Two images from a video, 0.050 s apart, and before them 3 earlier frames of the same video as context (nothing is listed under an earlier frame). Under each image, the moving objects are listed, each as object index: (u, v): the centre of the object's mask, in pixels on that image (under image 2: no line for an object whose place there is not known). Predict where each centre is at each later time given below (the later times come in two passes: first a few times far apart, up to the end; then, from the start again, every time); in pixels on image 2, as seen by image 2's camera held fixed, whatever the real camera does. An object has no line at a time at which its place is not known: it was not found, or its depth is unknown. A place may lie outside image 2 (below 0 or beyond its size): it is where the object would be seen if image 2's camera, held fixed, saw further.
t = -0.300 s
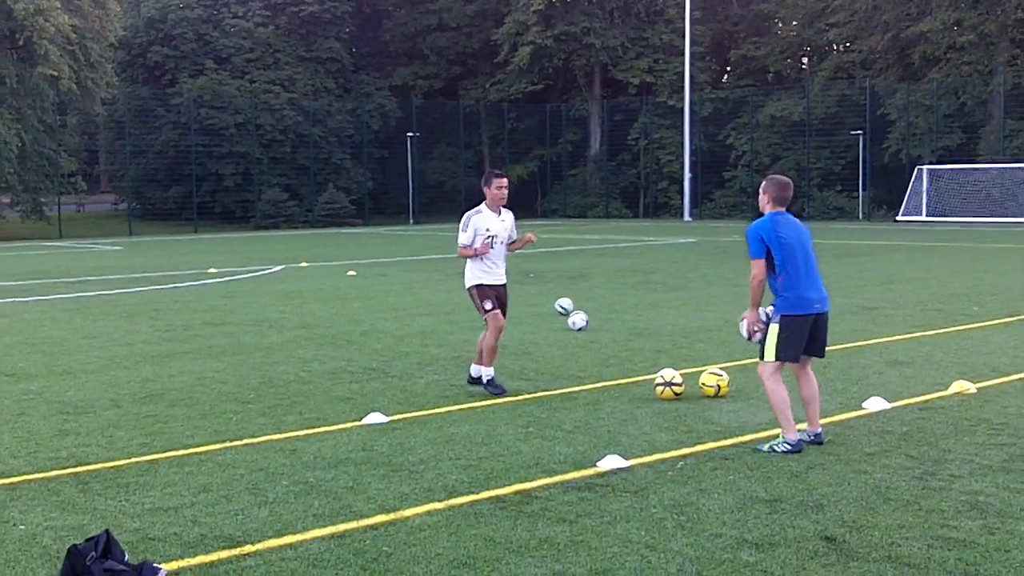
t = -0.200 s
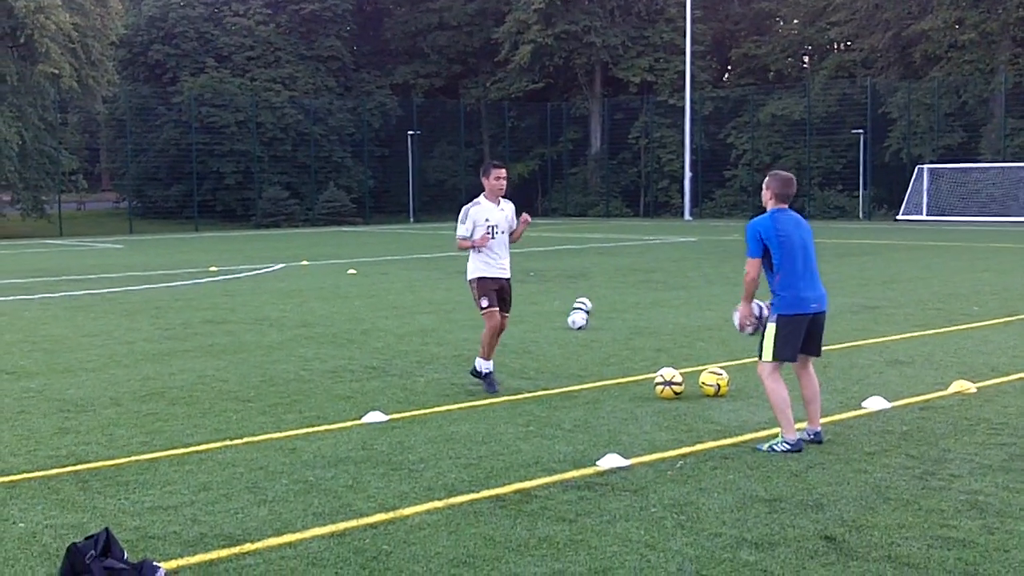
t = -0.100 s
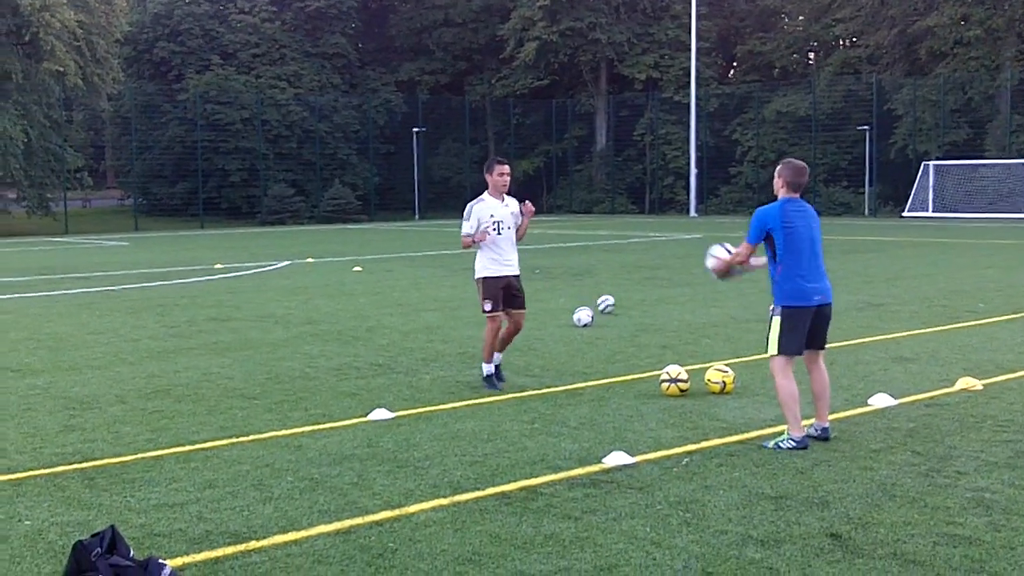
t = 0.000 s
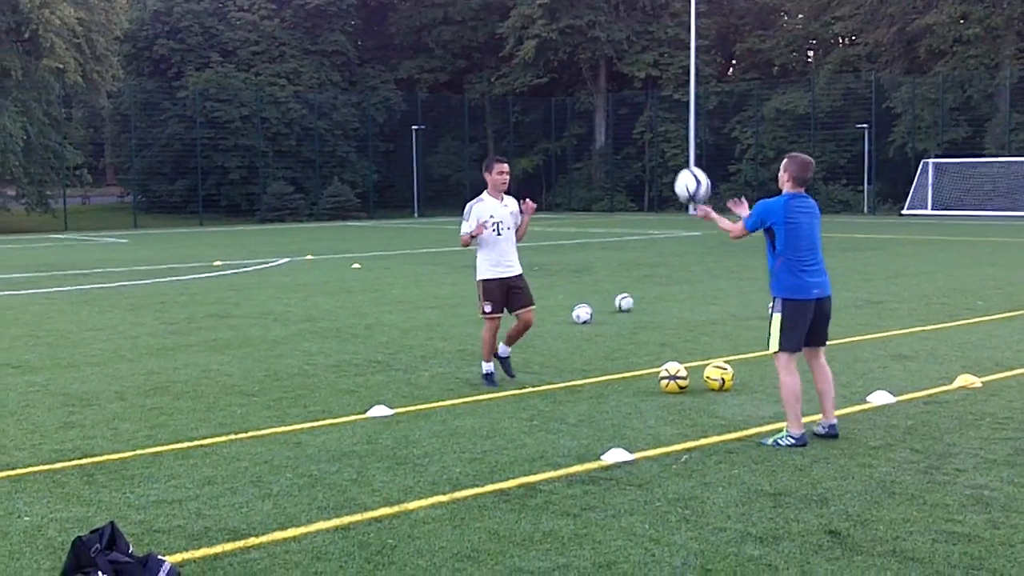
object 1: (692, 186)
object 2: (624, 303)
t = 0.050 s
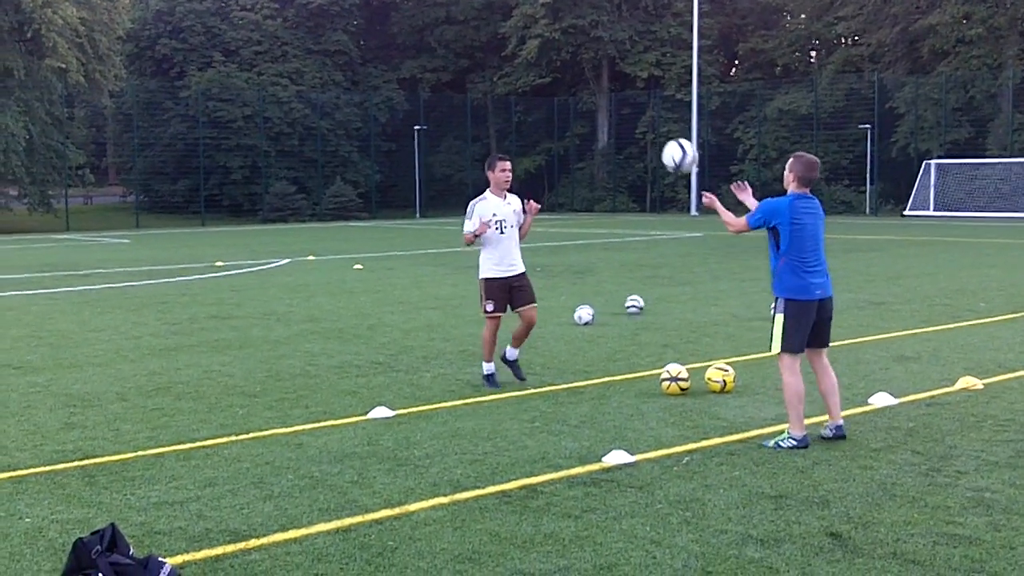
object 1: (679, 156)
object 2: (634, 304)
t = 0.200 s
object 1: (638, 90)
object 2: (661, 305)
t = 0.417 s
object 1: (584, 58)
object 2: (700, 308)
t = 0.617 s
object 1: (539, 87)
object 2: (735, 310)
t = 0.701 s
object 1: (522, 114)
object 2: (749, 311)
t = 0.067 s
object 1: (674, 147)
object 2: (637, 305)
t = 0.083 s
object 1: (670, 138)
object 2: (640, 305)
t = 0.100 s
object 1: (665, 130)
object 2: (643, 304)
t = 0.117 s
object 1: (661, 122)
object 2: (646, 305)
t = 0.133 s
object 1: (656, 115)
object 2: (649, 305)
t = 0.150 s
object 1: (652, 108)
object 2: (652, 304)
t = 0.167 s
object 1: (647, 101)
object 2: (655, 305)
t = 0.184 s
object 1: (643, 96)
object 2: (658, 306)
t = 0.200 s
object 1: (638, 90)
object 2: (661, 305)
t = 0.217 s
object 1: (634, 85)
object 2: (665, 306)
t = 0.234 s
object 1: (629, 80)
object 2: (668, 306)
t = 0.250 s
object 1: (625, 76)
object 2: (671, 306)
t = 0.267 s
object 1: (621, 72)
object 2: (674, 306)
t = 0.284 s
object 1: (617, 69)
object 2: (677, 306)
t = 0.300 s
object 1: (613, 66)
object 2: (680, 307)
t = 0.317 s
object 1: (608, 64)
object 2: (683, 307)
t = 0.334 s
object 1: (604, 61)
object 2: (686, 307)
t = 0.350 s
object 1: (600, 60)
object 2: (689, 308)
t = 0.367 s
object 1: (596, 59)
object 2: (691, 308)
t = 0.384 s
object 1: (592, 58)
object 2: (695, 308)
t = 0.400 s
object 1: (588, 58)
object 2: (697, 308)
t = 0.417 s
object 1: (584, 58)
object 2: (700, 308)
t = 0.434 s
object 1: (580, 58)
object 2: (703, 308)
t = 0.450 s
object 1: (576, 58)
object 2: (705, 308)
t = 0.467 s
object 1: (572, 60)
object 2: (709, 309)
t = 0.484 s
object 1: (568, 61)
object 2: (712, 309)
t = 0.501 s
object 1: (565, 63)
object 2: (715, 309)
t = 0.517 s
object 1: (561, 65)
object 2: (718, 309)
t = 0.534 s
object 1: (557, 68)
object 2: (721, 309)
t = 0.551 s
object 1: (553, 71)
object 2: (724, 309)
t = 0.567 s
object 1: (550, 74)
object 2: (727, 309)
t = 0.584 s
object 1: (546, 78)
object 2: (729, 310)
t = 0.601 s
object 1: (542, 82)
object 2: (732, 310)
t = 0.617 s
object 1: (539, 87)
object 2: (735, 310)
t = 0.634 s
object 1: (535, 91)
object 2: (738, 310)
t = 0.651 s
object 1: (532, 96)
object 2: (741, 310)
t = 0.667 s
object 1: (528, 102)
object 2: (744, 311)
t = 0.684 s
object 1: (525, 108)
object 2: (747, 311)
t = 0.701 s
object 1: (522, 114)
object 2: (749, 311)
